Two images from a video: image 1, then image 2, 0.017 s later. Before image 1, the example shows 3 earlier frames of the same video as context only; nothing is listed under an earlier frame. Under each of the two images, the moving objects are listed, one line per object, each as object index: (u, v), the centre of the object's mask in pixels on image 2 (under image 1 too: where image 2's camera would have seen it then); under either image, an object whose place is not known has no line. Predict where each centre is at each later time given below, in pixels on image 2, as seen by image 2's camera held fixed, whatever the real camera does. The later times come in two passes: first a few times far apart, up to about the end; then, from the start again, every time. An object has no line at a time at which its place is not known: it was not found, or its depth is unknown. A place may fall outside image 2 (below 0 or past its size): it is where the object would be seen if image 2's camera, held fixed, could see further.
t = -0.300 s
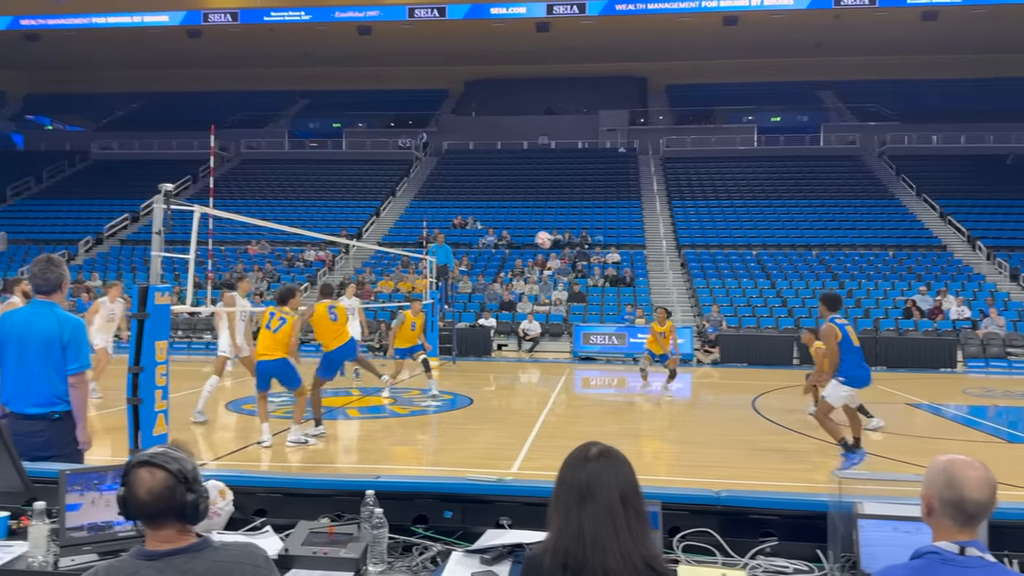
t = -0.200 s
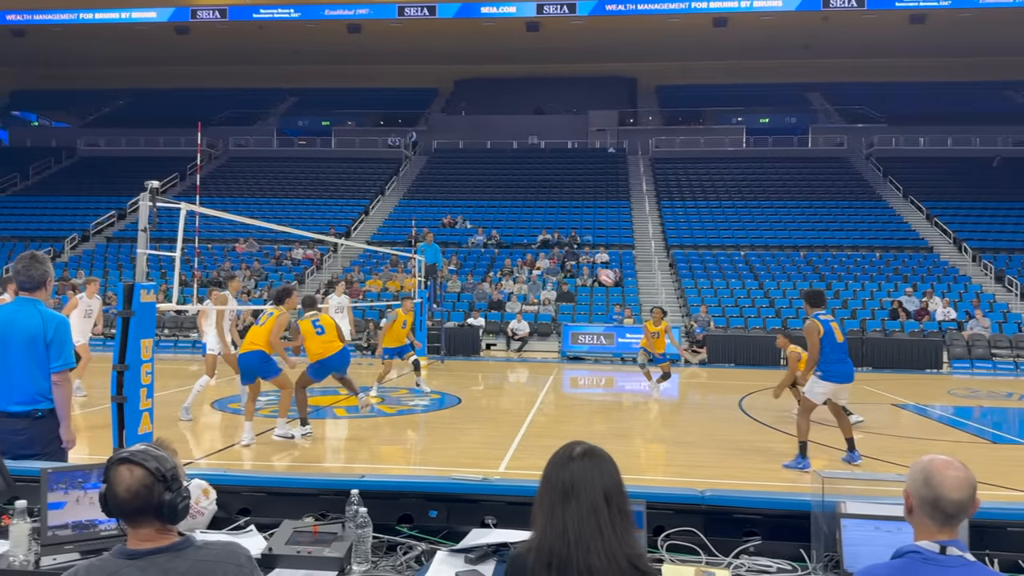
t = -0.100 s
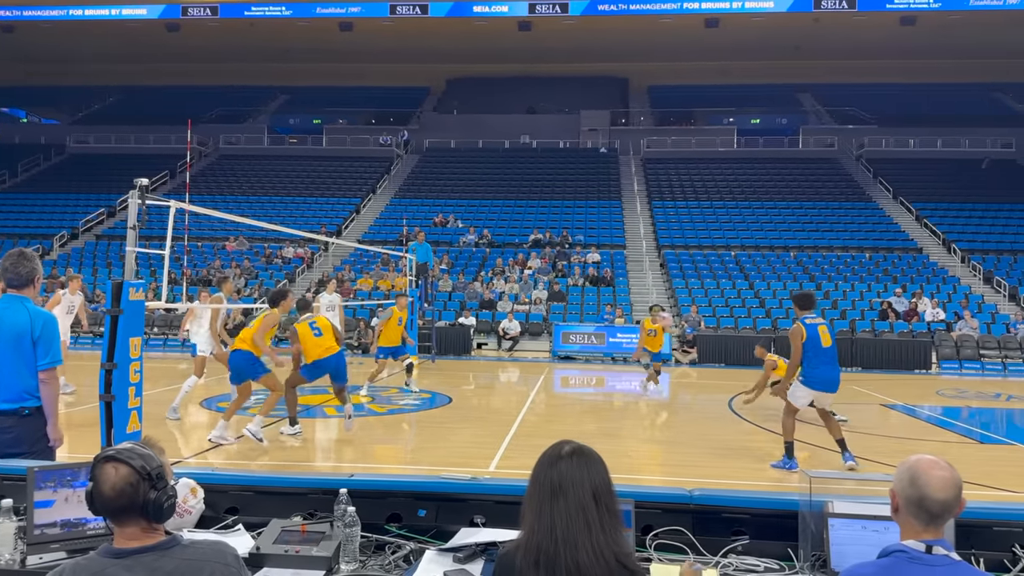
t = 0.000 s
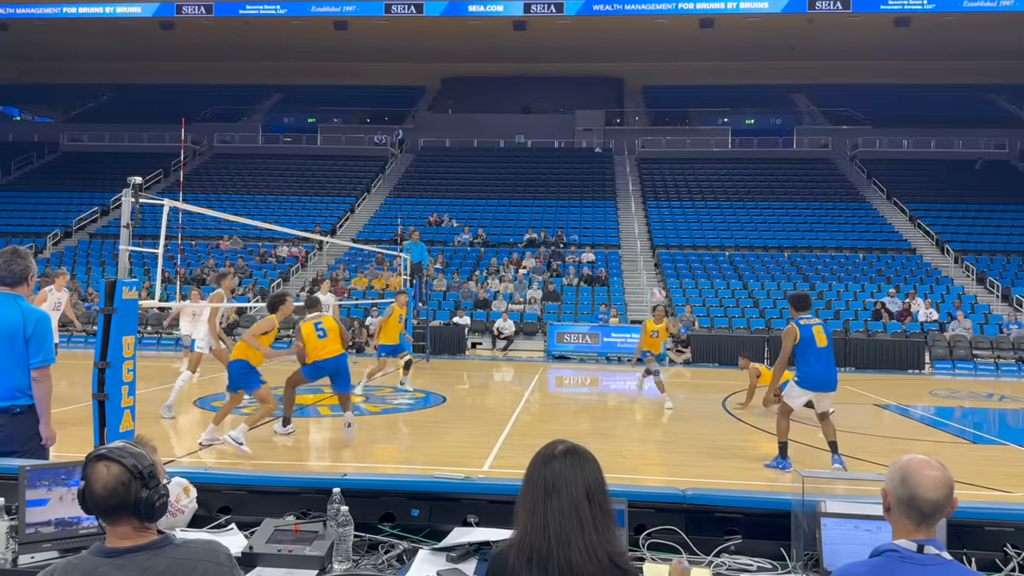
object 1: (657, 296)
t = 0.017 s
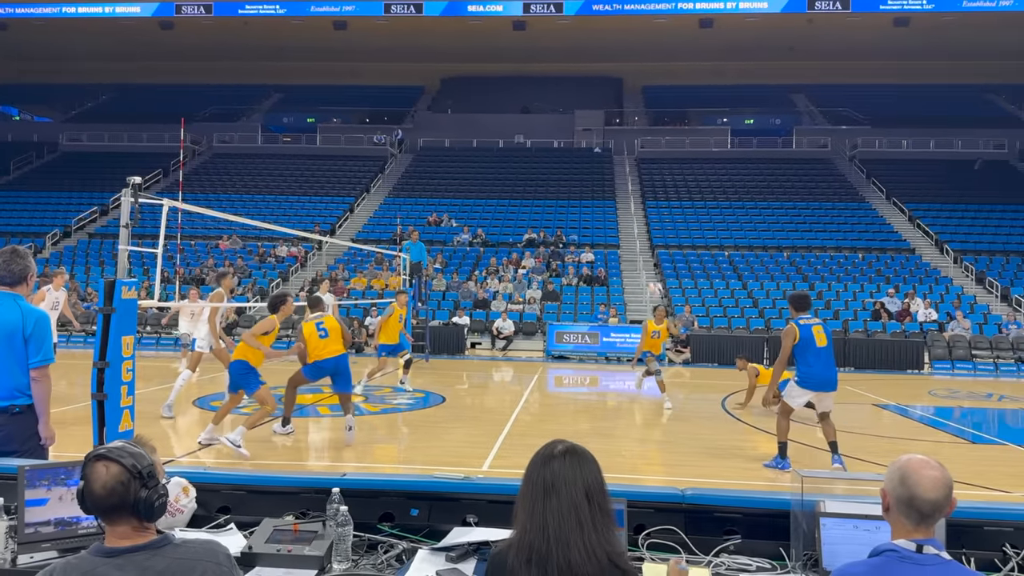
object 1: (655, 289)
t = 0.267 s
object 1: (620, 225)
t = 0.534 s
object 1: (577, 196)
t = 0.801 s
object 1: (522, 221)
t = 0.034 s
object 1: (654, 284)
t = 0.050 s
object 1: (651, 277)
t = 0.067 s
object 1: (648, 274)
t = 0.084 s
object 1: (646, 269)
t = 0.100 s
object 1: (644, 264)
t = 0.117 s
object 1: (641, 260)
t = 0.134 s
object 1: (640, 255)
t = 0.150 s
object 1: (637, 250)
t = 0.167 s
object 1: (635, 247)
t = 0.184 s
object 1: (632, 242)
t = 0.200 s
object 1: (629, 237)
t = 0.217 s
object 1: (628, 235)
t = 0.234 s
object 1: (625, 231)
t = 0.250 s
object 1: (622, 227)
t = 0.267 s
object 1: (620, 225)
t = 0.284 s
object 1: (618, 221)
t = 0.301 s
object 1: (615, 218)
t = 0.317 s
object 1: (612, 215)
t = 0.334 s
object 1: (611, 213)
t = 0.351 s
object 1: (608, 211)
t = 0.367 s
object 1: (605, 208)
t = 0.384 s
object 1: (603, 206)
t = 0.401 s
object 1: (600, 204)
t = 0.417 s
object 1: (597, 203)
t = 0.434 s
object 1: (595, 201)
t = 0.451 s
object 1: (592, 200)
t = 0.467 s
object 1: (589, 199)
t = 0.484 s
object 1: (586, 197)
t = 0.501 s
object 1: (583, 197)
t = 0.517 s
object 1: (580, 196)
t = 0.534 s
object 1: (577, 196)
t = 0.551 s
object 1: (574, 196)
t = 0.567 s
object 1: (571, 196)
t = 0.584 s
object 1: (568, 196)
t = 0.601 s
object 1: (565, 197)
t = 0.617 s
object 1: (562, 197)
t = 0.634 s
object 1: (559, 198)
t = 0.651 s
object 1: (555, 199)
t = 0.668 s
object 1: (552, 201)
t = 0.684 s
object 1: (548, 203)
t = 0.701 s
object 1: (545, 204)
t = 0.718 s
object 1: (541, 207)
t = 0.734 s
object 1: (537, 209)
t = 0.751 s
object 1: (533, 212)
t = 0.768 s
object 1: (529, 215)
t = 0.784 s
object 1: (526, 218)
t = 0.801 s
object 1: (522, 221)
